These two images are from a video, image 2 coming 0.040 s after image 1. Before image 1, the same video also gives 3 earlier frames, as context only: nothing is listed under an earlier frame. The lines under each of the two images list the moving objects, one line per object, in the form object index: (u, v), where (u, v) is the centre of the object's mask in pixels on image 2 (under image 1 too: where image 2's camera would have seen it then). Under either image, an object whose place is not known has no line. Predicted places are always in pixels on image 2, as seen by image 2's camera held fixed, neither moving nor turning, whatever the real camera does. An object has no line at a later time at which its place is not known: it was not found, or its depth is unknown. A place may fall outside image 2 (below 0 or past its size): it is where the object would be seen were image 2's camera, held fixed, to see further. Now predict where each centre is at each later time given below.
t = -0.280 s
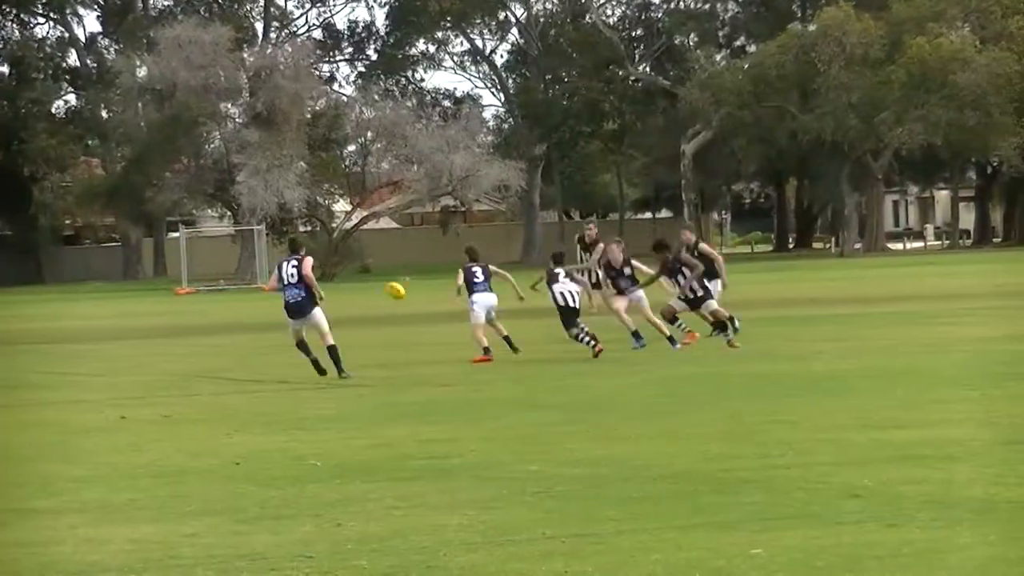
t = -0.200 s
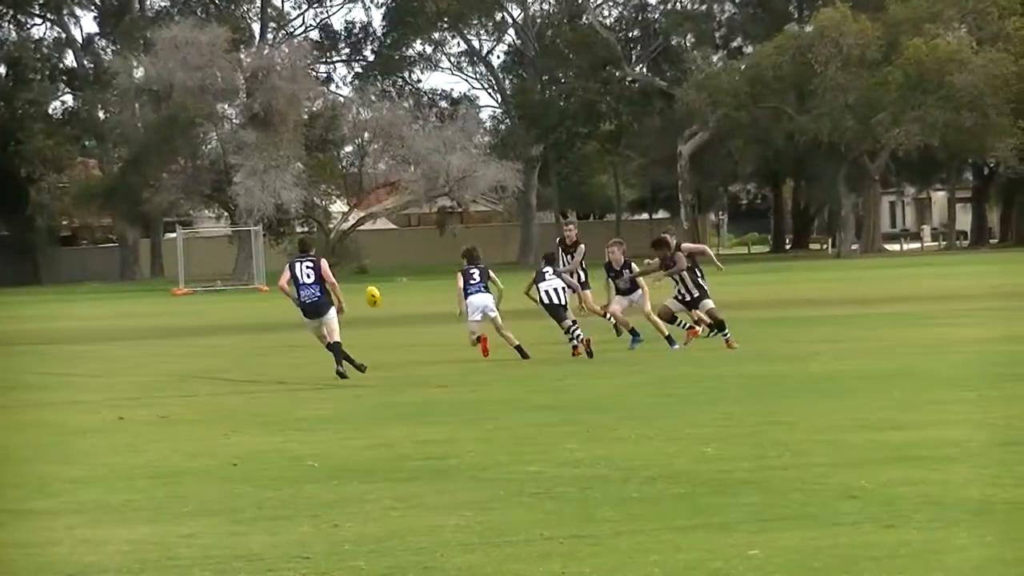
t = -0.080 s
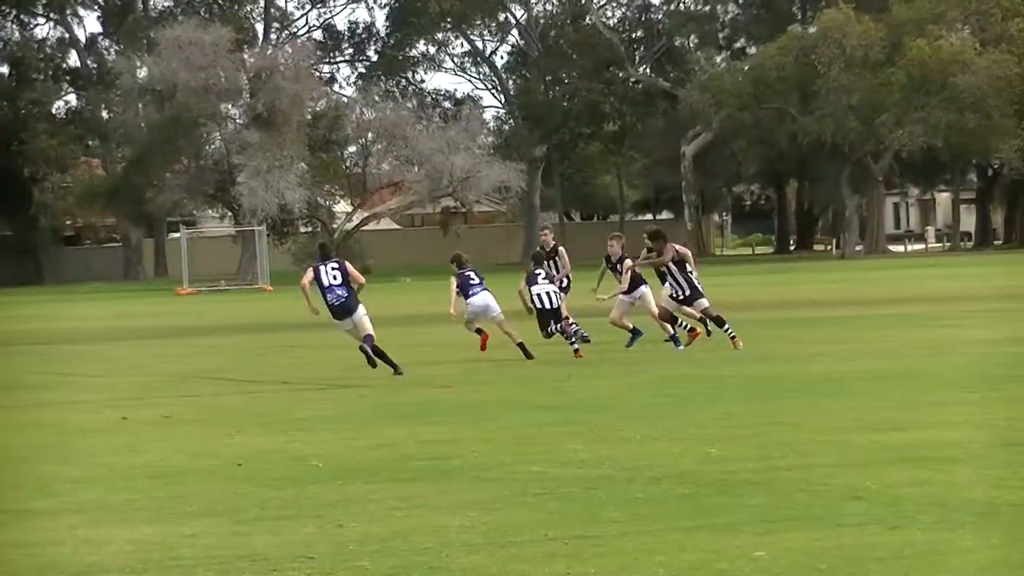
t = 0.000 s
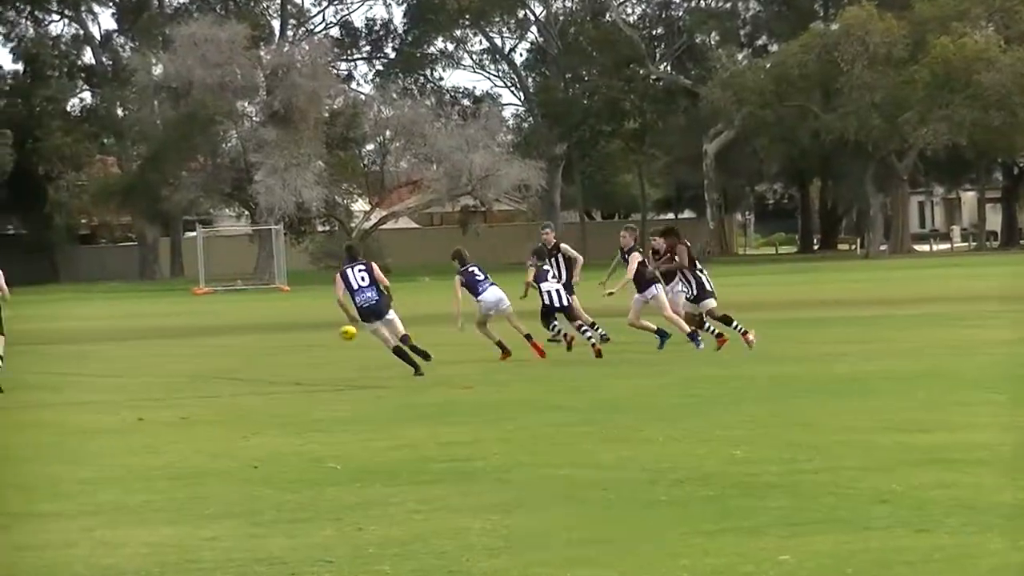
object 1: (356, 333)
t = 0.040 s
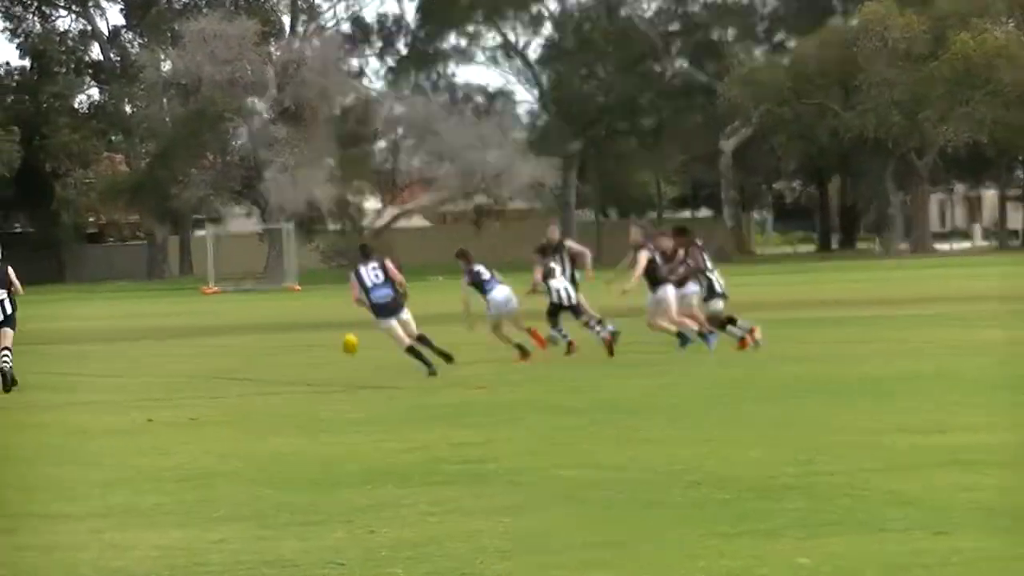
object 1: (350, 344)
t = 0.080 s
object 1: (342, 353)
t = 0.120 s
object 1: (334, 356)
